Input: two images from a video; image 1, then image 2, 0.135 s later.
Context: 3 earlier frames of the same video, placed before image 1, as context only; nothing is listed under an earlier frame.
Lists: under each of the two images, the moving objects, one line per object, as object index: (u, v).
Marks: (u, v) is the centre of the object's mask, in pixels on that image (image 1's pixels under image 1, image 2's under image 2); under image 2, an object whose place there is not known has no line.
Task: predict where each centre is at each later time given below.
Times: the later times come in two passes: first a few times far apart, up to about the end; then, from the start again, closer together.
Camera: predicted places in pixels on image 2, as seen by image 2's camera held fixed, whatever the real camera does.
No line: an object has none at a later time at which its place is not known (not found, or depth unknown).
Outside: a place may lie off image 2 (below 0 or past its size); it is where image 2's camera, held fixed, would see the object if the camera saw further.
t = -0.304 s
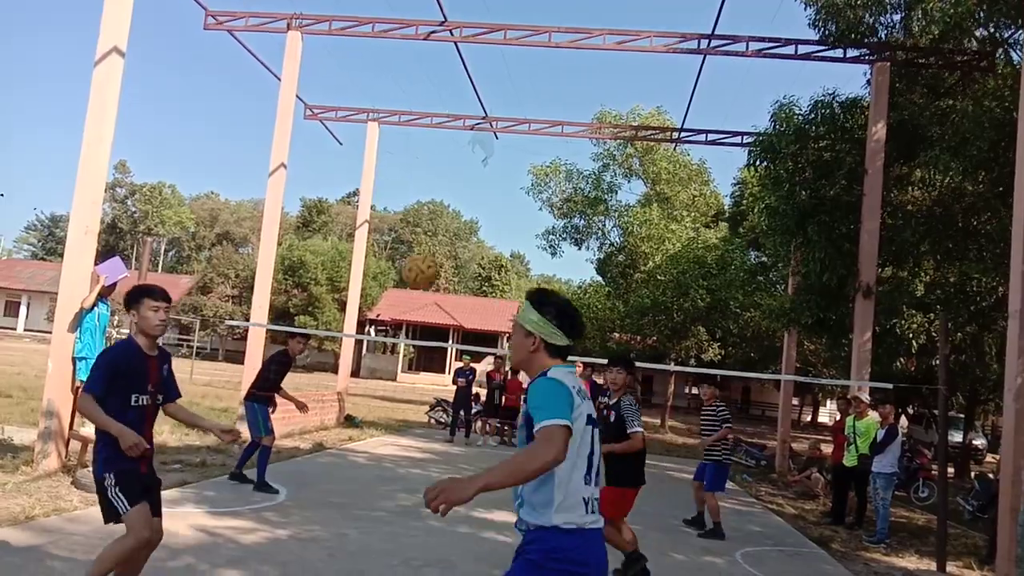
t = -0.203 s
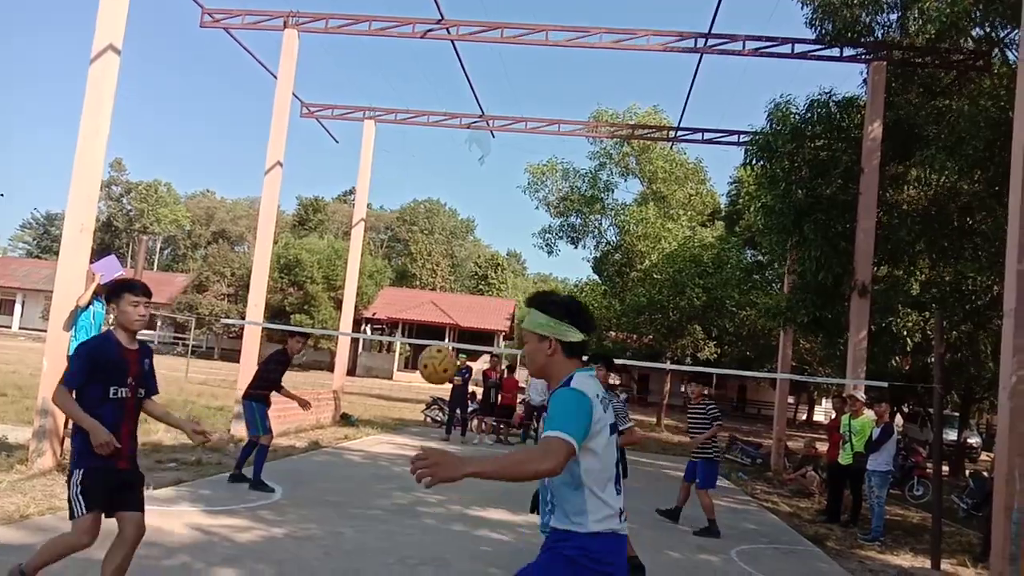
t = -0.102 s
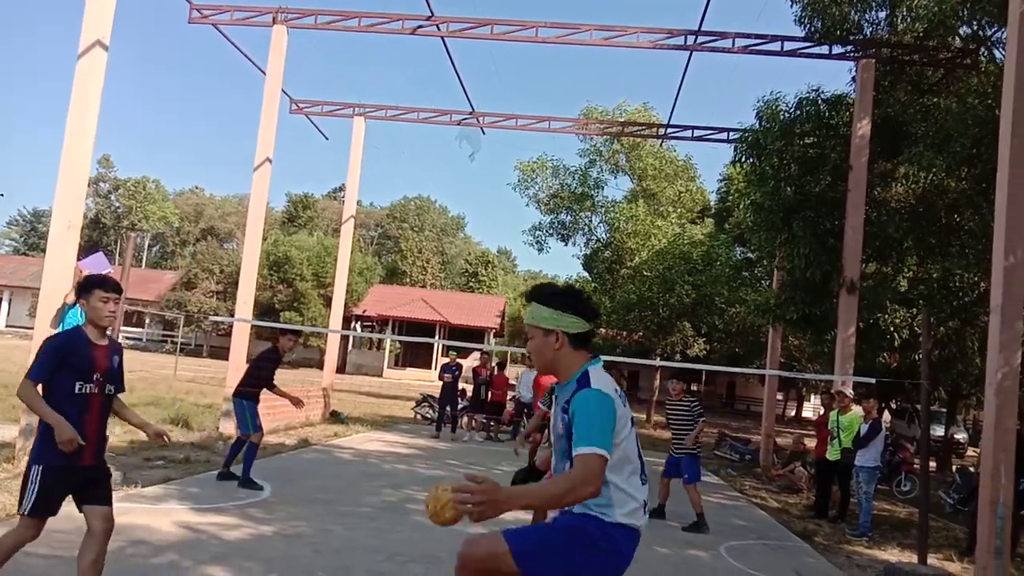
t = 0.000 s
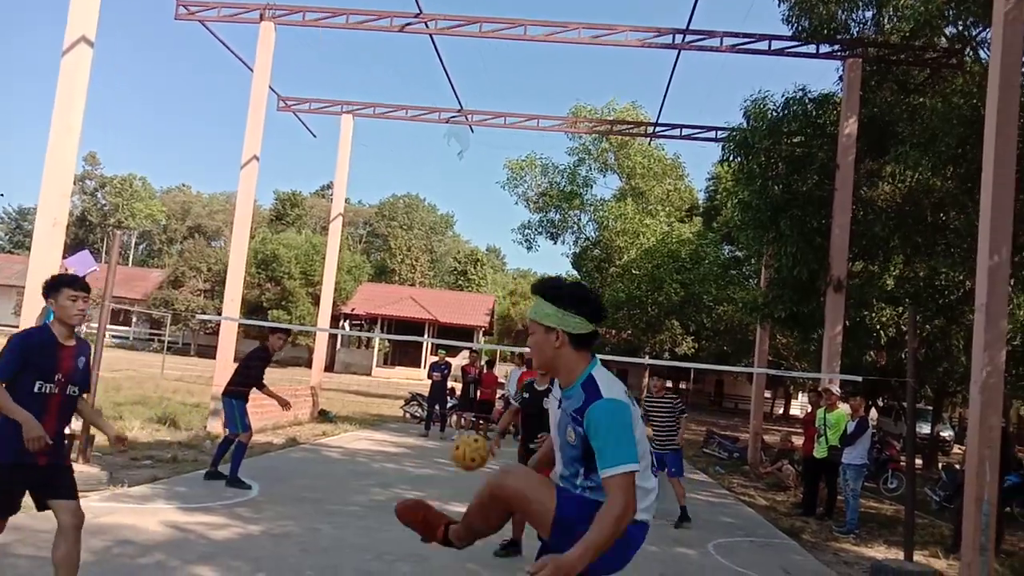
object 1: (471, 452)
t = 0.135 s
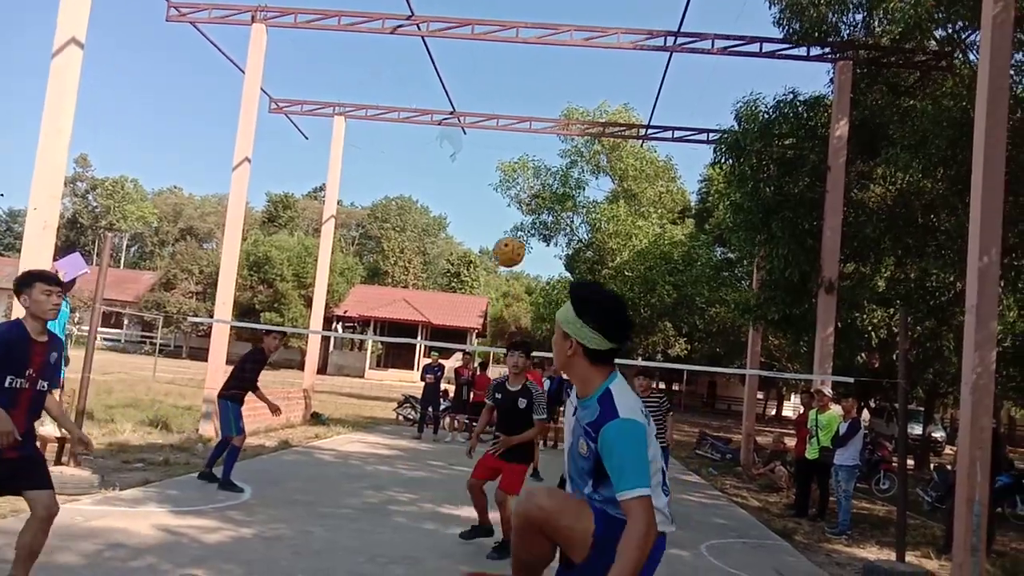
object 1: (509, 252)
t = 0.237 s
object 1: (531, 167)
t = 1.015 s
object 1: (577, 241)
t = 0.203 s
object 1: (525, 191)
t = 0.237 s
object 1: (531, 167)
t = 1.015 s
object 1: (577, 241)
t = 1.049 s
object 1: (576, 257)
